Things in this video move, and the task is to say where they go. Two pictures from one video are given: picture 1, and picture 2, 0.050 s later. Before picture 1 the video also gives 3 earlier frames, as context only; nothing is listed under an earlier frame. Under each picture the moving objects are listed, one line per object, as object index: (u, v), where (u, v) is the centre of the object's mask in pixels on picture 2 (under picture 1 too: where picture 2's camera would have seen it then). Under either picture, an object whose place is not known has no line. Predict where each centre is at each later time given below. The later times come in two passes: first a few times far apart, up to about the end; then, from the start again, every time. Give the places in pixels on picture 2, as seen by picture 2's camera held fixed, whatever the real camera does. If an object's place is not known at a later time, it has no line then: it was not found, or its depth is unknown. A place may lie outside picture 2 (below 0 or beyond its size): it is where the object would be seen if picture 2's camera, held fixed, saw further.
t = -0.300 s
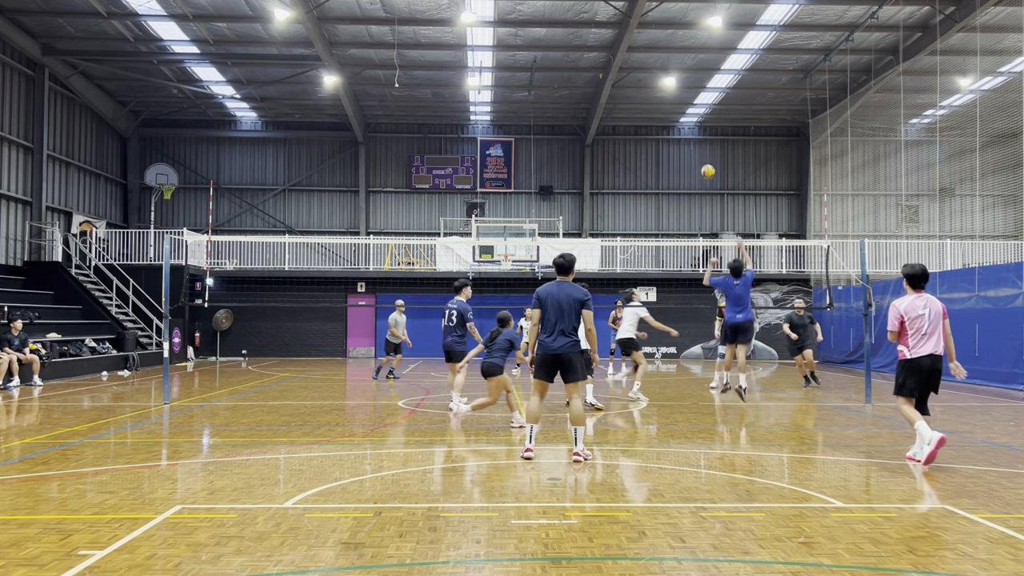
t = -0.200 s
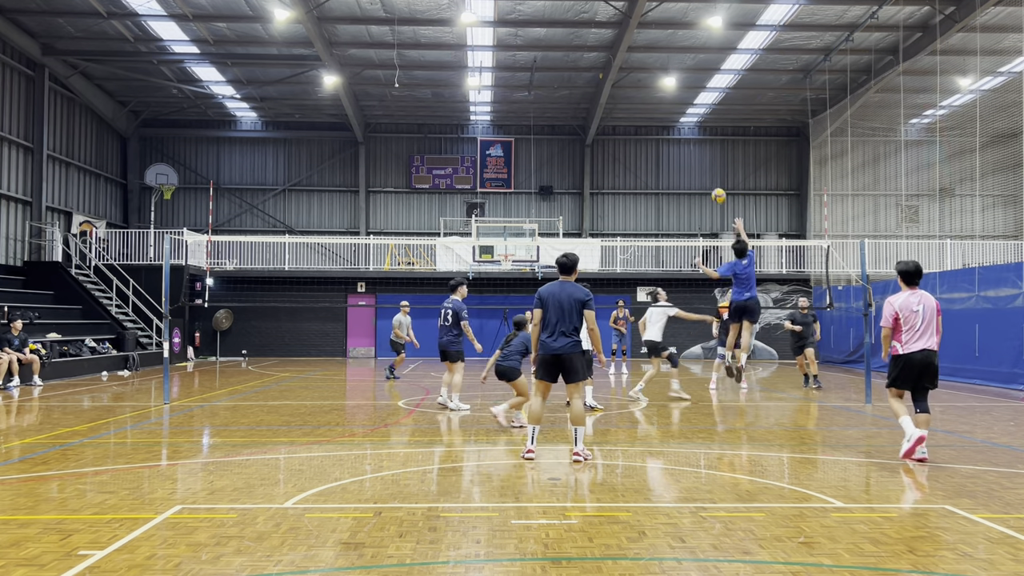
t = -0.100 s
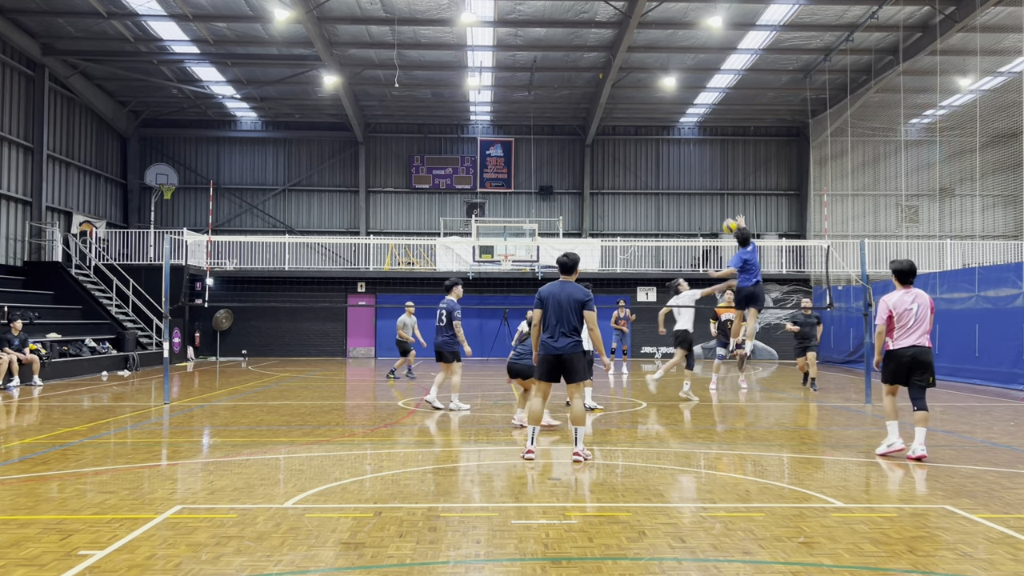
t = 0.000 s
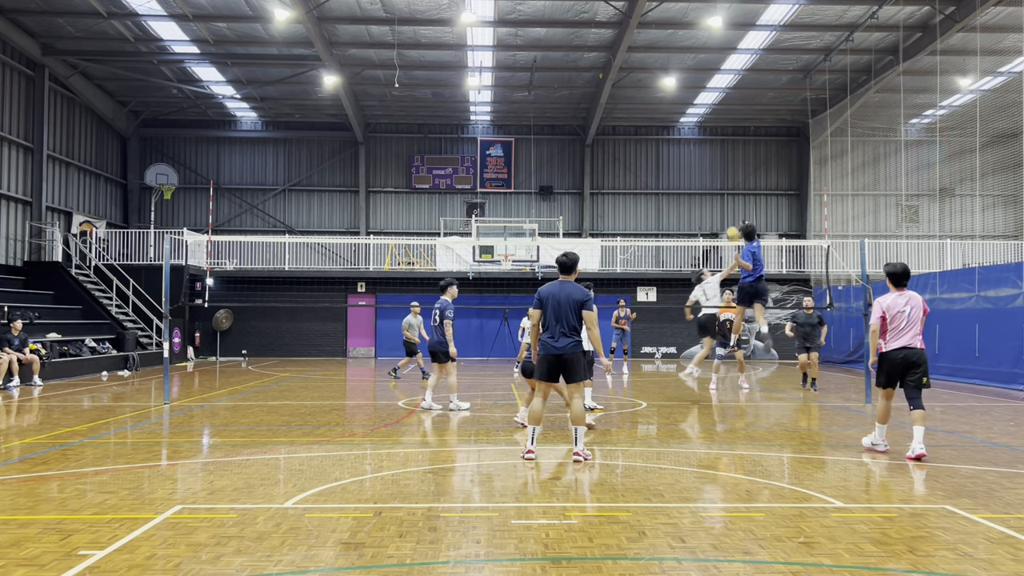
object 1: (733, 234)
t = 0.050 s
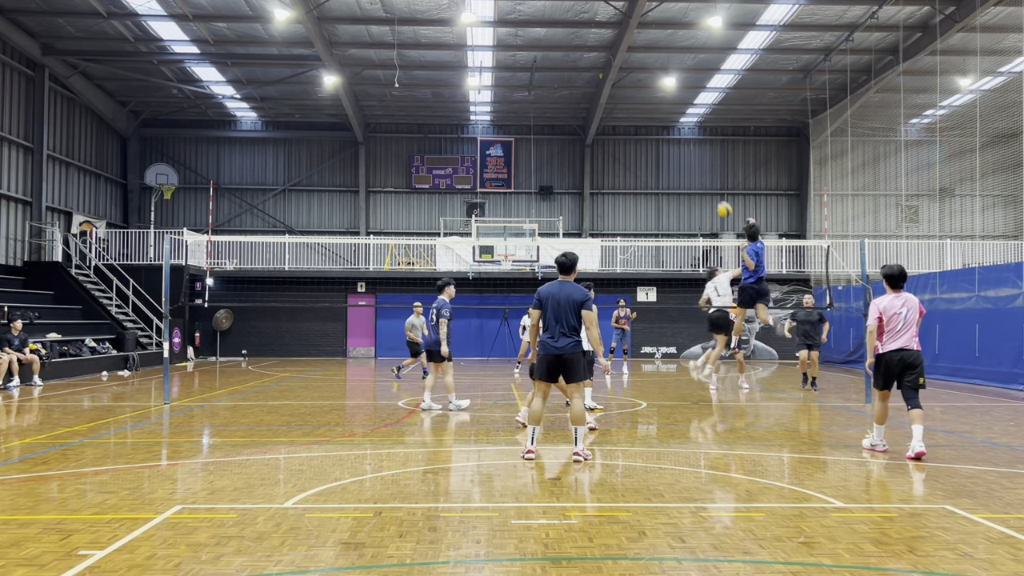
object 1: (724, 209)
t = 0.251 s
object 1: (689, 127)
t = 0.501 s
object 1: (644, 62)
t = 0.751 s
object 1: (600, 39)
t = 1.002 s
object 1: (558, 55)
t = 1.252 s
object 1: (517, 111)
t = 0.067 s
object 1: (721, 201)
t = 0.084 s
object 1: (718, 194)
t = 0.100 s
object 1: (715, 186)
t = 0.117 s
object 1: (712, 179)
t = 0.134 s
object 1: (709, 172)
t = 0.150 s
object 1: (706, 164)
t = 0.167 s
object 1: (703, 158)
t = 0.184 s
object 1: (700, 151)
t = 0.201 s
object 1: (698, 145)
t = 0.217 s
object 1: (695, 138)
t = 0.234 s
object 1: (692, 133)
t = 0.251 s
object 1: (689, 127)
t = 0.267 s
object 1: (685, 121)
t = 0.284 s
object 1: (682, 115)
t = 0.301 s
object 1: (679, 110)
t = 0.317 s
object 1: (677, 105)
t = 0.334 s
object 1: (674, 100)
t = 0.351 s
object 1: (671, 96)
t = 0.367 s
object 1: (668, 92)
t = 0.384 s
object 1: (664, 87)
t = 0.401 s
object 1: (662, 84)
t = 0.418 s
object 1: (658, 77)
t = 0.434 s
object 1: (656, 74)
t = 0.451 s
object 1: (653, 71)
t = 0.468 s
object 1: (650, 68)
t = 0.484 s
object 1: (648, 65)
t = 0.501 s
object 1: (644, 62)
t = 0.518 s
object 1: (642, 59)
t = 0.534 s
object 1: (638, 56)
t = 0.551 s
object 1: (636, 54)
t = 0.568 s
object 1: (633, 52)
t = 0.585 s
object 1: (630, 49)
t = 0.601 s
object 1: (627, 47)
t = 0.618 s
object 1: (624, 46)
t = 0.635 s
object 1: (621, 44)
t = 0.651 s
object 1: (618, 43)
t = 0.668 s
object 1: (615, 42)
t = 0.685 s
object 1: (612, 41)
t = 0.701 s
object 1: (609, 40)
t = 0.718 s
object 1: (606, 39)
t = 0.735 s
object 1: (604, 39)
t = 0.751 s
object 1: (600, 39)
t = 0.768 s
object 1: (598, 38)
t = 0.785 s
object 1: (595, 39)
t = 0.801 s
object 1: (592, 39)
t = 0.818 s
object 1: (589, 39)
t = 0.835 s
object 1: (586, 40)
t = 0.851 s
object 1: (583, 41)
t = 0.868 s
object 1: (580, 42)
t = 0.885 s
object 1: (578, 43)
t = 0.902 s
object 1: (575, 44)
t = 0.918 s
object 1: (572, 45)
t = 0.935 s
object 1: (569, 47)
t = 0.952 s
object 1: (566, 49)
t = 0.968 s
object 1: (563, 51)
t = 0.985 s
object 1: (561, 53)
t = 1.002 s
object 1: (558, 55)
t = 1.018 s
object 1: (555, 58)
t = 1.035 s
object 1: (552, 61)
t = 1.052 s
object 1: (550, 64)
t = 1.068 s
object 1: (547, 66)
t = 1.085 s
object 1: (544, 70)
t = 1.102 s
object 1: (541, 73)
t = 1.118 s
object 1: (538, 77)
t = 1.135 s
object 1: (536, 81)
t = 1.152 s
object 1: (533, 85)
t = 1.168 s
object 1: (530, 88)
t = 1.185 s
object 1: (528, 93)
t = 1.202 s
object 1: (525, 97)
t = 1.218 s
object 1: (522, 101)
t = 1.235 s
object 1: (520, 106)
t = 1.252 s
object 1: (517, 111)
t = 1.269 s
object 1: (515, 116)
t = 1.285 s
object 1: (512, 121)
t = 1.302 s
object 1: (510, 127)
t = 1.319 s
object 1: (507, 132)
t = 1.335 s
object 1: (504, 138)
